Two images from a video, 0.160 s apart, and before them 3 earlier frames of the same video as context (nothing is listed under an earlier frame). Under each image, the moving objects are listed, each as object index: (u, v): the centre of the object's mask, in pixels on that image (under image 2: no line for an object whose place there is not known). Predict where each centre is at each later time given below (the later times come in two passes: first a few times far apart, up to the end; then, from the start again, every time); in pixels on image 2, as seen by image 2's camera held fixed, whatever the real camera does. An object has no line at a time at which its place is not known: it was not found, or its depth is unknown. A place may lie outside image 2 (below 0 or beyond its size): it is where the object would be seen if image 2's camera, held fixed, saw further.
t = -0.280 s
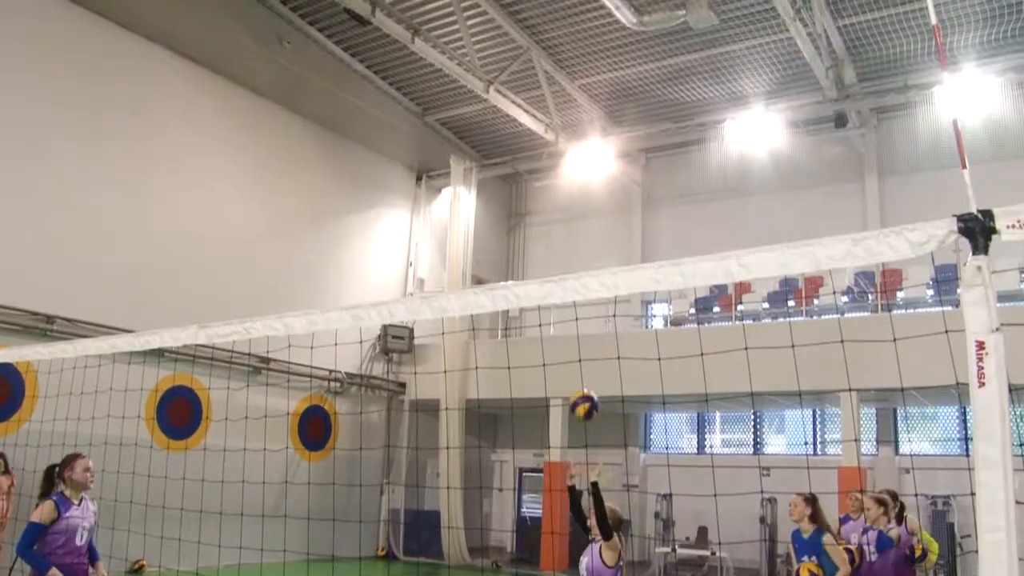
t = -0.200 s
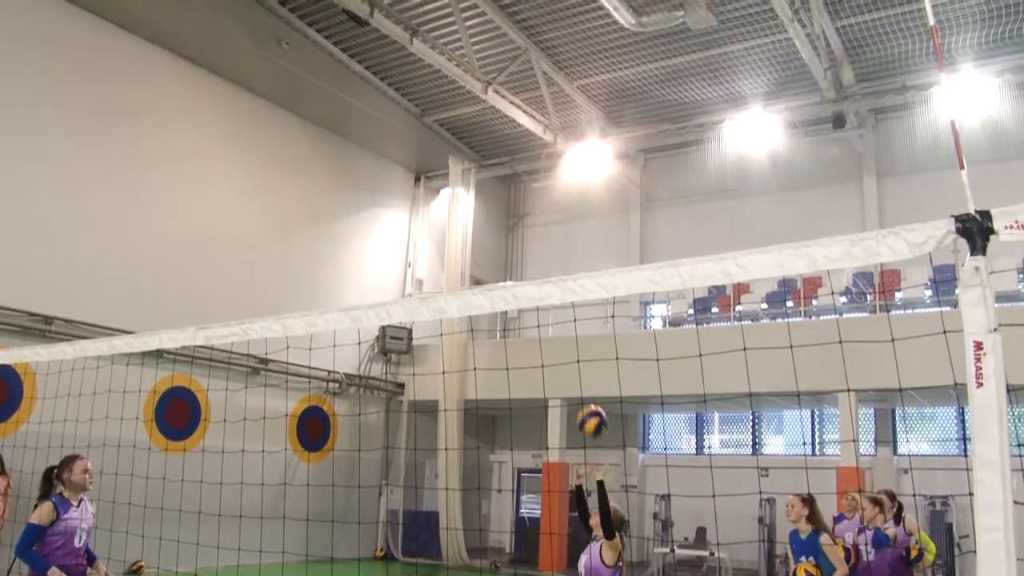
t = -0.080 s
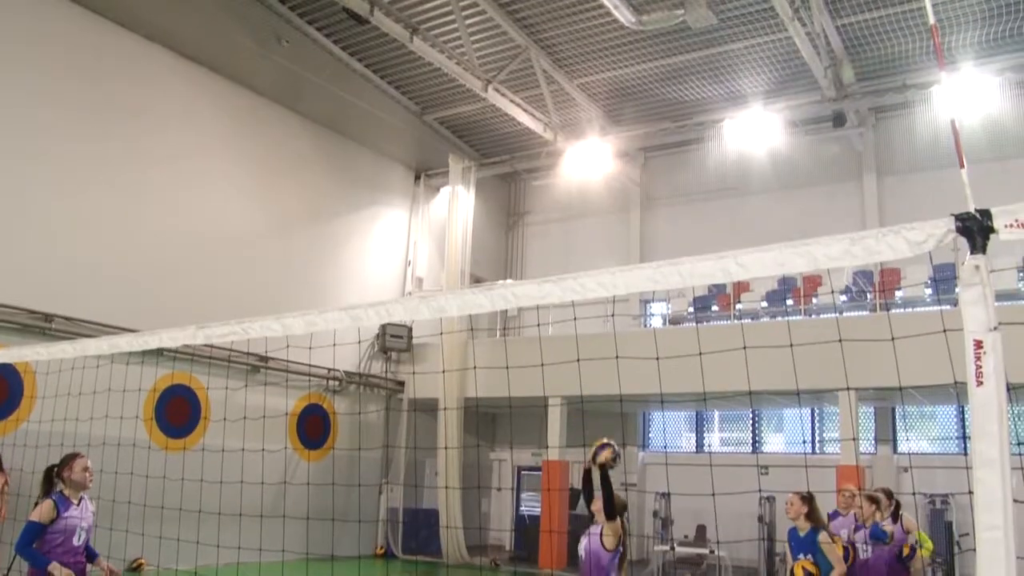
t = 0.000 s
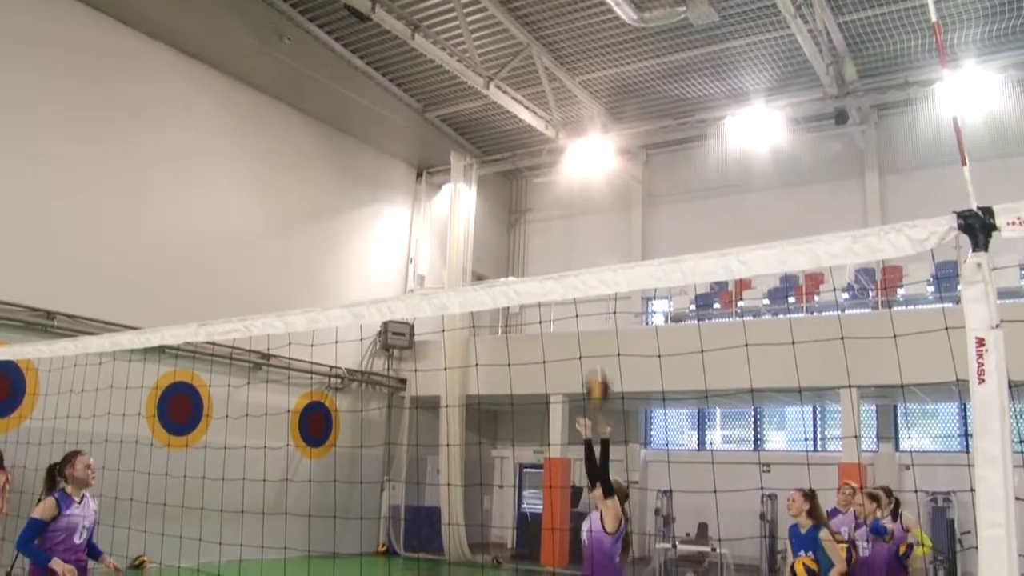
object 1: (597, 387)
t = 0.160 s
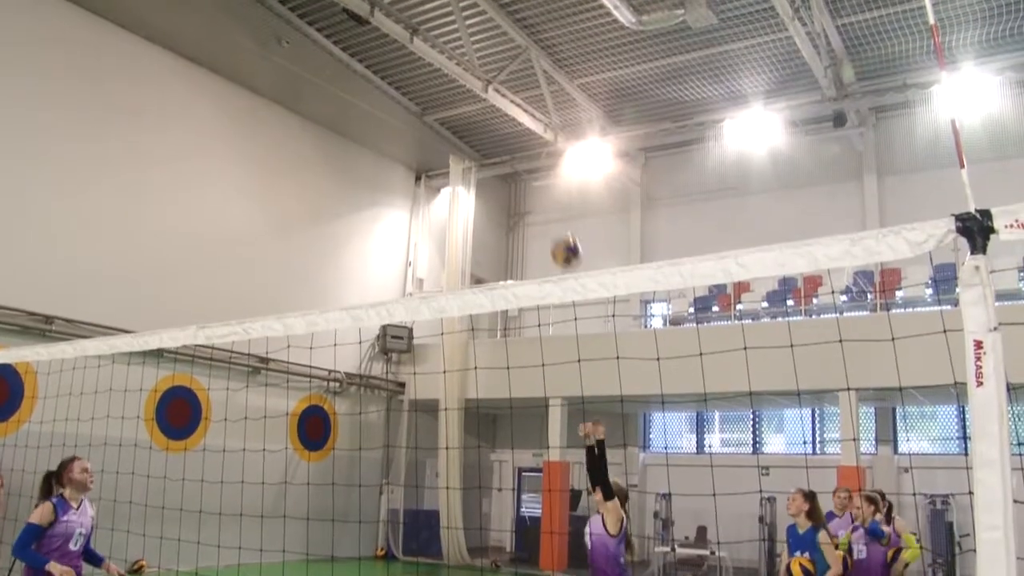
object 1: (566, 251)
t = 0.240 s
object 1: (549, 197)
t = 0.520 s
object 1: (490, 81)
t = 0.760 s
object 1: (435, 60)
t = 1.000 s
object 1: (372, 115)
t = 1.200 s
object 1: (308, 230)
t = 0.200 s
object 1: (558, 224)
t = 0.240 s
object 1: (549, 197)
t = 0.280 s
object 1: (541, 175)
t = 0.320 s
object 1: (534, 154)
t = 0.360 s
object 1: (525, 137)
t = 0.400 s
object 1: (515, 118)
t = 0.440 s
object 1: (508, 104)
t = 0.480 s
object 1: (498, 91)
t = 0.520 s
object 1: (490, 81)
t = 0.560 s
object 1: (481, 73)
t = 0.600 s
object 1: (472, 67)
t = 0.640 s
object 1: (463, 62)
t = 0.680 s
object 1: (454, 59)
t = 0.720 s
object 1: (445, 59)
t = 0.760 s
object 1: (435, 60)
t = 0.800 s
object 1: (426, 63)
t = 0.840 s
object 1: (416, 69)
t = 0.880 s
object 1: (407, 76)
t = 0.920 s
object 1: (395, 87)
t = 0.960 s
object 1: (384, 100)
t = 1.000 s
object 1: (372, 115)
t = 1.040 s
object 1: (360, 132)
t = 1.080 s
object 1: (348, 152)
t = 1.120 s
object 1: (335, 175)
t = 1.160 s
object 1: (322, 201)
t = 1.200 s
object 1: (308, 230)
